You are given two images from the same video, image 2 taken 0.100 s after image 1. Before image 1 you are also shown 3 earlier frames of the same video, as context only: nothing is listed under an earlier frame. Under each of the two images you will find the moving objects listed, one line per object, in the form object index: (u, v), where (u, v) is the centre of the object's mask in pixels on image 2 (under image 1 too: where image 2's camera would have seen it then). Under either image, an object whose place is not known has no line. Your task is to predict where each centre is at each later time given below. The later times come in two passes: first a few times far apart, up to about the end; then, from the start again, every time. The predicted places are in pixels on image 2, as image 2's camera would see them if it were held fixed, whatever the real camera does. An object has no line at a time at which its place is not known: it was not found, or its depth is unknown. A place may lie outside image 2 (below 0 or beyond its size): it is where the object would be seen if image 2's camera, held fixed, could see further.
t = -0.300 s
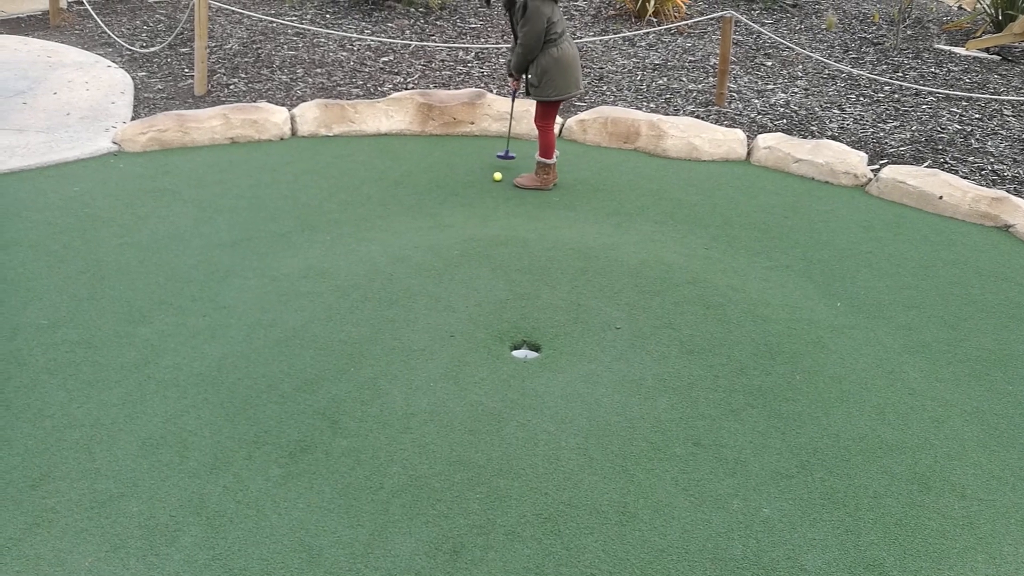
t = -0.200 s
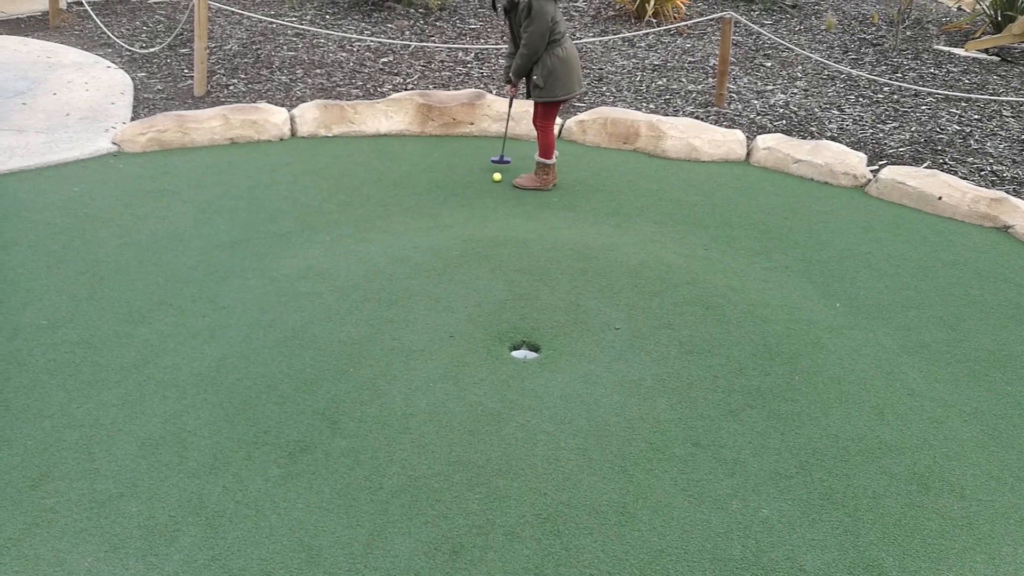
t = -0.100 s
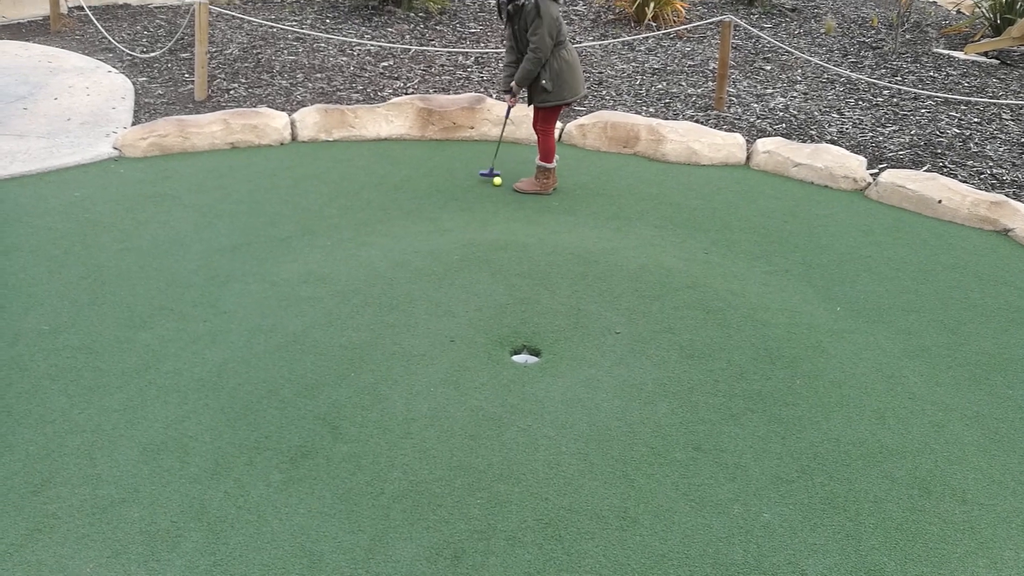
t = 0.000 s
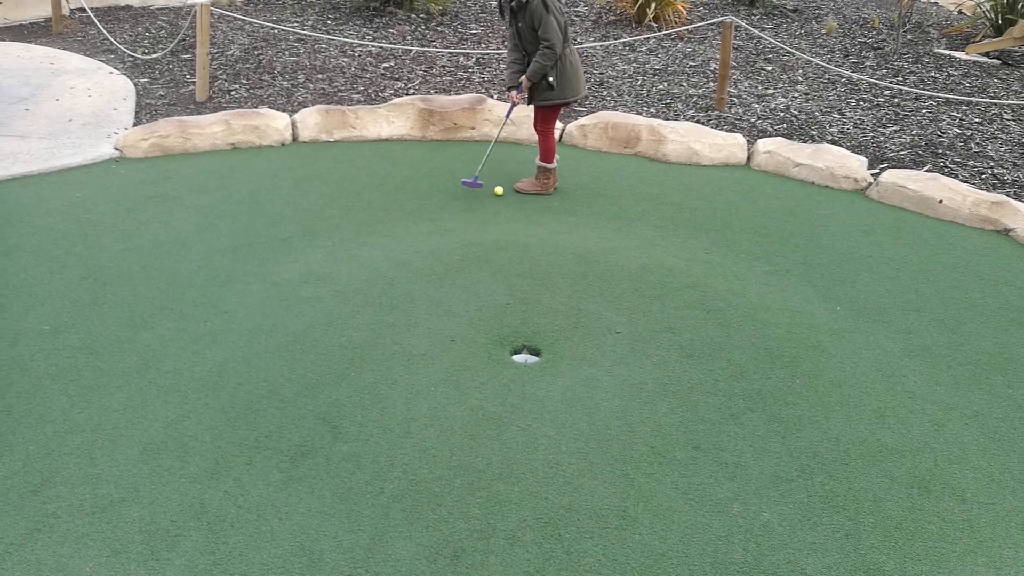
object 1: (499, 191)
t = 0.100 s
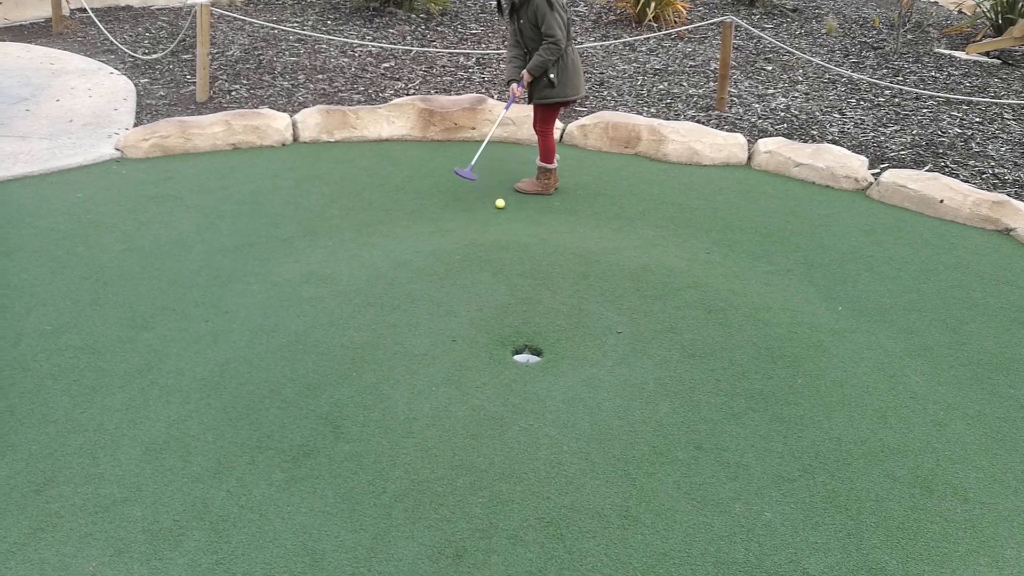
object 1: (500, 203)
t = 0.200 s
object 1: (500, 215)
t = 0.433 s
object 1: (504, 232)
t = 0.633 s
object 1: (508, 248)
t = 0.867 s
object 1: (511, 273)
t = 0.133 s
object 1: (500, 208)
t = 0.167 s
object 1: (500, 211)
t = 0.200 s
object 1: (500, 215)
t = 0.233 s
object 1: (501, 217)
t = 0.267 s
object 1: (501, 220)
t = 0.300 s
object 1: (502, 223)
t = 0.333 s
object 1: (502, 225)
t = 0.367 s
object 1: (503, 227)
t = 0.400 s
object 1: (504, 230)
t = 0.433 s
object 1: (504, 232)
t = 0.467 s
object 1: (505, 234)
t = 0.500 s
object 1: (505, 236)
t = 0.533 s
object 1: (506, 239)
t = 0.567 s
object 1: (507, 241)
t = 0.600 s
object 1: (507, 245)
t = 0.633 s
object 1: (508, 248)
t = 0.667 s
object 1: (508, 252)
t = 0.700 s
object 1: (509, 255)
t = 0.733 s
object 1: (509, 258)
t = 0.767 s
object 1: (509, 262)
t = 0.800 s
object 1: (510, 266)
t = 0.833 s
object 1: (510, 269)
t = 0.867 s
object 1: (511, 273)
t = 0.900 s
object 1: (511, 277)
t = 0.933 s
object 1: (511, 280)
